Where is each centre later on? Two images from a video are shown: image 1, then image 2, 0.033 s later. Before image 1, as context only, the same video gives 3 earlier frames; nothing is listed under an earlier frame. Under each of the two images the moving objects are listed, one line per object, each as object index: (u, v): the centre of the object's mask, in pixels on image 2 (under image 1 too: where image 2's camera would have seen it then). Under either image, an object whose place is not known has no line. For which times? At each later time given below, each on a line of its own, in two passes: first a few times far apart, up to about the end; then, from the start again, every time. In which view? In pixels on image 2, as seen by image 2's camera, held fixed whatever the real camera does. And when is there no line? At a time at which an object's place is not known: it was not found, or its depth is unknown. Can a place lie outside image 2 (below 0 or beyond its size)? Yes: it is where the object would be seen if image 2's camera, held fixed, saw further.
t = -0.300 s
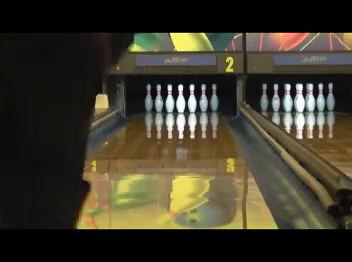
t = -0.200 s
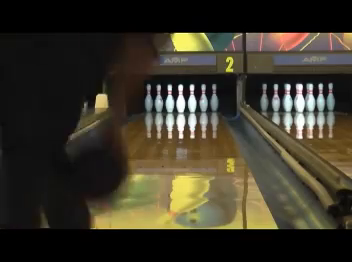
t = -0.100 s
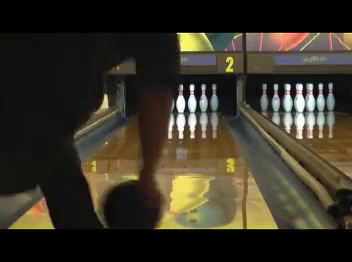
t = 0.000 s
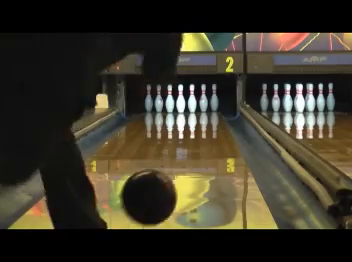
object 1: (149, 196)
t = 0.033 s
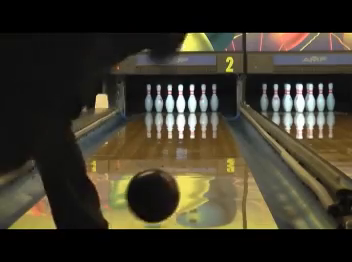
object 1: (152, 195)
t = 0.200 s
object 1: (169, 177)
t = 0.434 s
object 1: (184, 159)
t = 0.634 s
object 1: (193, 146)
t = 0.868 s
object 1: (201, 135)
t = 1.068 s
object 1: (205, 129)
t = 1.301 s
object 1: (207, 123)
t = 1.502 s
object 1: (208, 118)
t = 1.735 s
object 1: (209, 113)
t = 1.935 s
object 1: (206, 111)
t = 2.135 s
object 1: (202, 108)
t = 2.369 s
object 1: (191, 107)
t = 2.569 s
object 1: (189, 105)
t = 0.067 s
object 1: (156, 192)
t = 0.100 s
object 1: (160, 188)
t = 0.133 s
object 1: (163, 184)
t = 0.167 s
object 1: (166, 181)
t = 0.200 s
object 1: (169, 177)
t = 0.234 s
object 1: (171, 174)
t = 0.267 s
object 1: (174, 171)
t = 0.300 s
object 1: (176, 169)
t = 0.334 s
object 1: (178, 166)
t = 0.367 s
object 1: (180, 163)
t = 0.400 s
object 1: (182, 161)
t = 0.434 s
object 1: (184, 159)
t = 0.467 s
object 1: (185, 156)
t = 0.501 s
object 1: (187, 153)
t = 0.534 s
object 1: (188, 151)
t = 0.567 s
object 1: (190, 150)
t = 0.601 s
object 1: (192, 148)
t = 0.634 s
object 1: (193, 146)
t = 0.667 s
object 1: (195, 144)
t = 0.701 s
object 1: (196, 142)
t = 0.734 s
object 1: (197, 141)
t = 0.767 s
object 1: (198, 139)
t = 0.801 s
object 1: (199, 138)
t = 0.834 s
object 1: (199, 137)
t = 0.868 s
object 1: (201, 135)
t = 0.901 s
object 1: (202, 134)
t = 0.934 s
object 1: (202, 133)
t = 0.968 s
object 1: (203, 132)
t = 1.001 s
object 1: (204, 131)
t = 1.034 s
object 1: (204, 130)
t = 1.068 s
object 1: (205, 129)
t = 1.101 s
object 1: (206, 128)
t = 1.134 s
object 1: (206, 127)
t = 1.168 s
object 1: (206, 125)
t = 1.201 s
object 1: (206, 124)
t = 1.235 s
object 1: (207, 124)
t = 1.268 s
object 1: (207, 123)
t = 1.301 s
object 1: (207, 123)
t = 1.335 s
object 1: (207, 122)
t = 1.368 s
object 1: (207, 121)
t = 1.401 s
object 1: (207, 120)
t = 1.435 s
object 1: (207, 119)
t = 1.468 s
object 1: (208, 119)
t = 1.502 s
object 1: (208, 118)
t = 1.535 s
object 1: (209, 117)
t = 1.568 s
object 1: (209, 117)
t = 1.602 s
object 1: (209, 116)
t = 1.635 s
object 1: (209, 115)
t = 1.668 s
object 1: (209, 115)
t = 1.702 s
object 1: (209, 114)
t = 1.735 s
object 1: (209, 113)
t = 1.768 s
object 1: (209, 113)
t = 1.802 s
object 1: (208, 113)
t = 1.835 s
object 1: (208, 112)
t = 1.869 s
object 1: (207, 112)
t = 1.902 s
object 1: (207, 111)
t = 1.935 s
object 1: (206, 111)
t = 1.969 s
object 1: (205, 110)
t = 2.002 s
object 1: (205, 110)
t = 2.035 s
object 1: (204, 109)
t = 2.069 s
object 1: (203, 109)
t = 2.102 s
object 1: (202, 109)
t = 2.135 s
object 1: (202, 108)
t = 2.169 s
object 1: (200, 108)
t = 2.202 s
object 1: (199, 108)
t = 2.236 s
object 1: (198, 107)
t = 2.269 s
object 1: (196, 107)
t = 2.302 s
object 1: (194, 106)
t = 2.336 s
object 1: (192, 107)
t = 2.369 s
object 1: (191, 107)
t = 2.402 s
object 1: (190, 107)
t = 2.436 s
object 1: (189, 106)
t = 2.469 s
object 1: (188, 106)
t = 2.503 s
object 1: (187, 105)
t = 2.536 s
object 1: (188, 105)
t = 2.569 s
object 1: (189, 105)
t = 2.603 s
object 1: (189, 104)
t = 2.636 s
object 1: (189, 104)
